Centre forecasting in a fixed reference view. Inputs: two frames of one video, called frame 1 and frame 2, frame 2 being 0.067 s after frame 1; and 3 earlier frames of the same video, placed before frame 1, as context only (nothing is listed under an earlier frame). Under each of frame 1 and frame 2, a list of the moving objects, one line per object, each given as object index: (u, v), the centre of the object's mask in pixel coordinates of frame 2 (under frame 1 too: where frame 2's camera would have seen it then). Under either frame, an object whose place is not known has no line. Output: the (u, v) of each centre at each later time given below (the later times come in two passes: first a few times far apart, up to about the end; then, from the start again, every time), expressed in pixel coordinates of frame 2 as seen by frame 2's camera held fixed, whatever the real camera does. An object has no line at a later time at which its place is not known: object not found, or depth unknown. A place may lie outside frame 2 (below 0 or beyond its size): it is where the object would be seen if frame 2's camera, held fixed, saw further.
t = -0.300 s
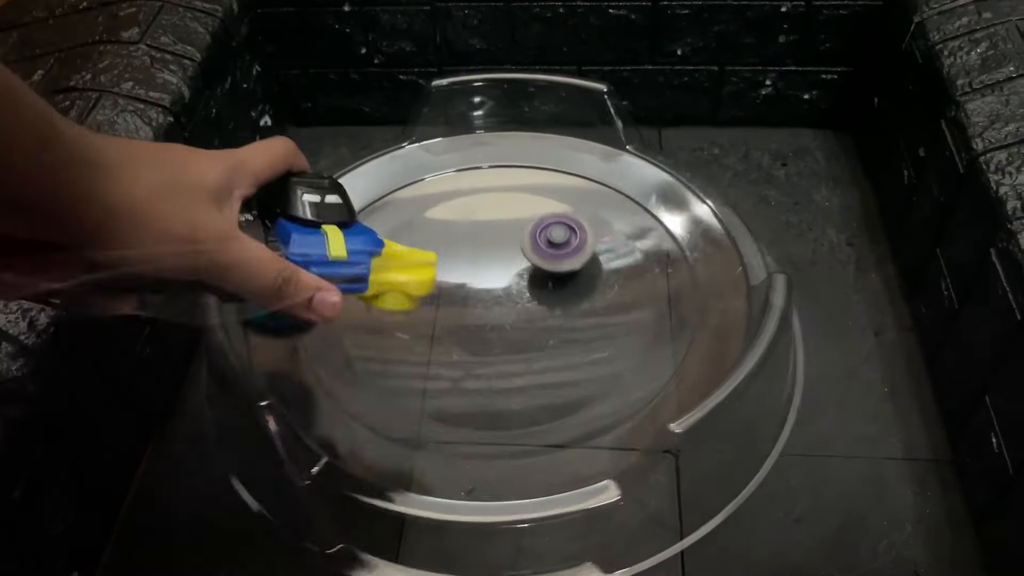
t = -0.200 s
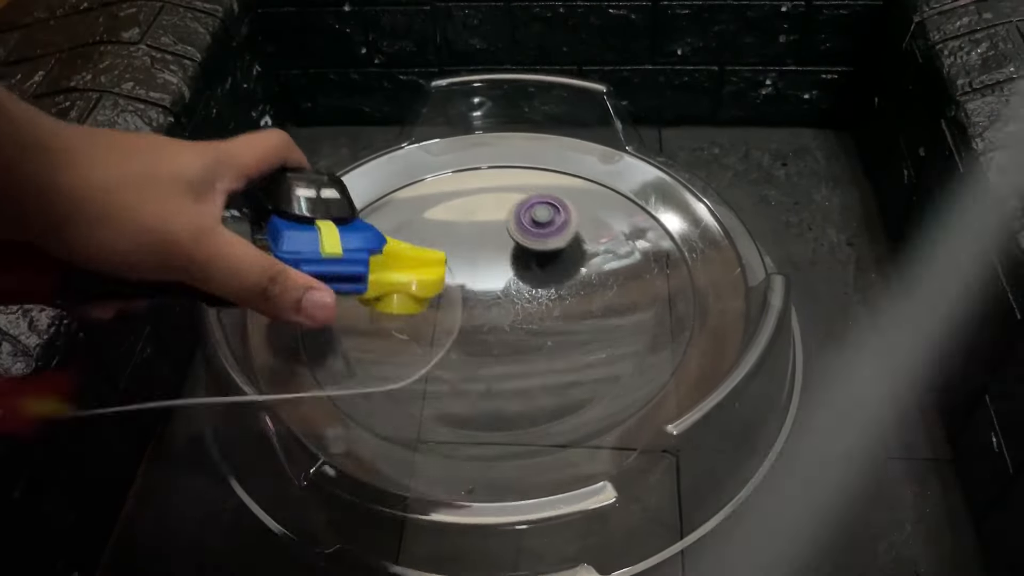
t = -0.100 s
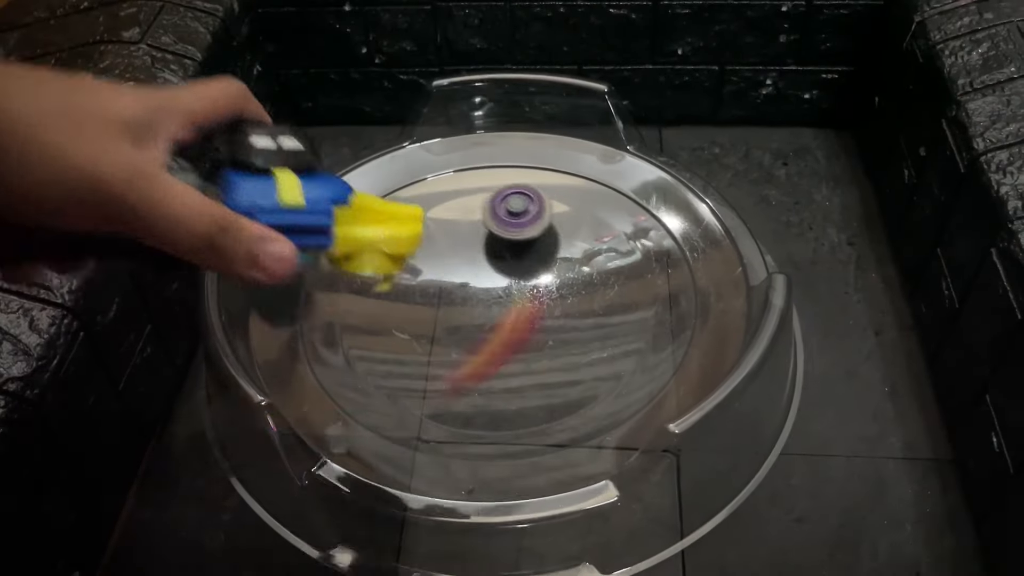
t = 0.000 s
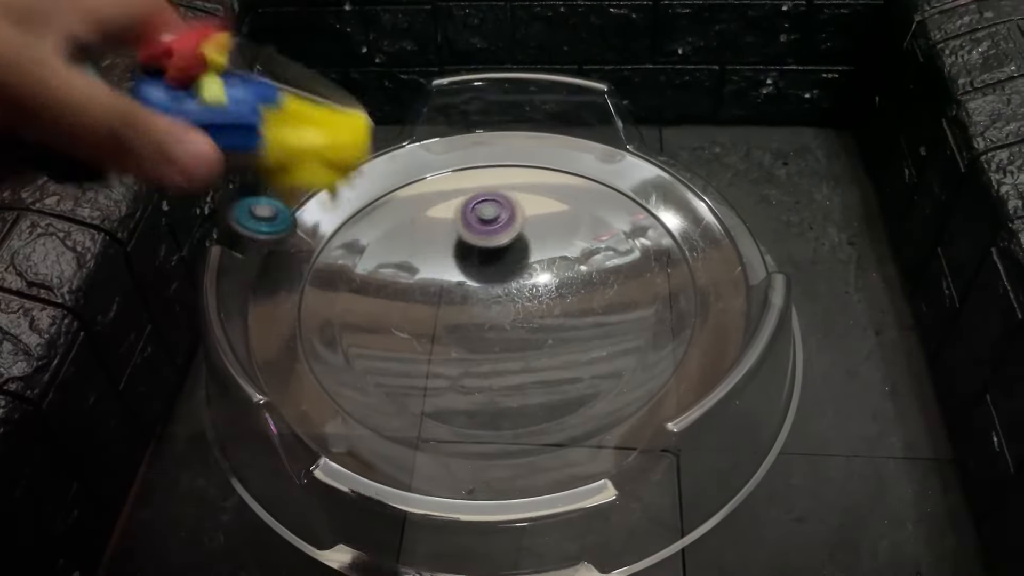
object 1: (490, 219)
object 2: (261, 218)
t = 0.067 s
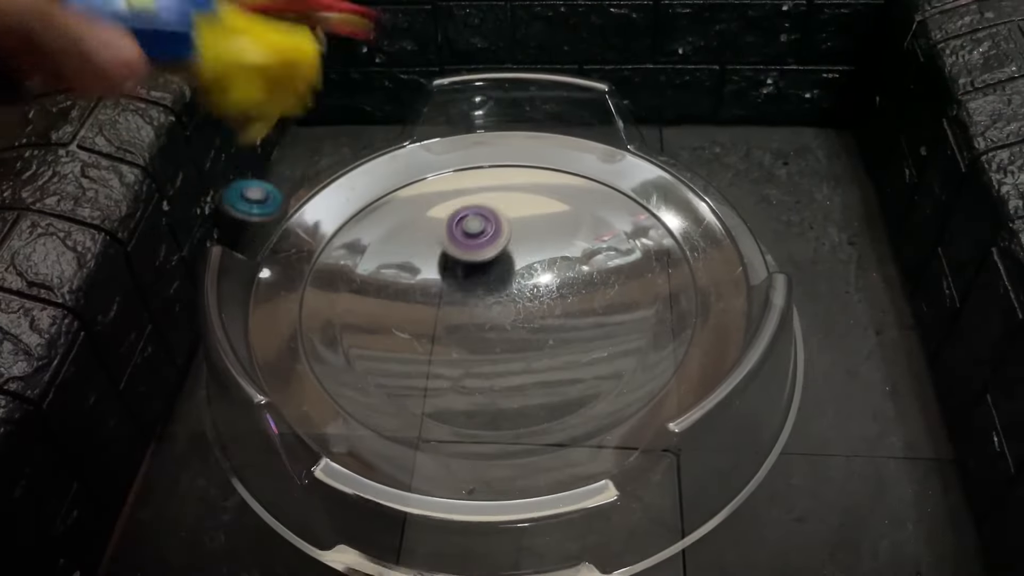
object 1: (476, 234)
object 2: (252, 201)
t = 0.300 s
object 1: (490, 300)
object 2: (287, 157)
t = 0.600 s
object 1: (593, 292)
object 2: (311, 131)
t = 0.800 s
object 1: (586, 247)
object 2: (318, 141)
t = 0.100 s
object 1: (470, 243)
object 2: (248, 189)
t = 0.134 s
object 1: (468, 253)
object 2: (263, 182)
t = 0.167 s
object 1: (467, 263)
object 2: (277, 179)
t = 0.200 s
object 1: (470, 273)
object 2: (284, 173)
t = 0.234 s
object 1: (474, 283)
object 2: (285, 160)
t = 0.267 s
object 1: (481, 292)
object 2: (284, 152)
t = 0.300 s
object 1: (490, 300)
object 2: (287, 157)
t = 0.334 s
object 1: (501, 307)
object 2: (291, 159)
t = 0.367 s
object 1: (513, 311)
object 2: (292, 149)
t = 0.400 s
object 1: (526, 314)
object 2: (297, 149)
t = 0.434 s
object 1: (539, 314)
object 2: (303, 156)
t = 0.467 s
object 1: (552, 313)
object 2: (298, 148)
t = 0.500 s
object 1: (565, 310)
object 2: (295, 148)
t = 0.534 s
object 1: (577, 305)
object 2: (297, 143)
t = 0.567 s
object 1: (587, 299)
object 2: (304, 139)
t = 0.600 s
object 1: (593, 292)
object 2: (311, 131)
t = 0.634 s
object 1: (598, 285)
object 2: (312, 126)
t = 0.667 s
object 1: (601, 276)
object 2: (302, 135)
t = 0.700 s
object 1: (600, 269)
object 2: (301, 141)
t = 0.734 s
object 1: (598, 261)
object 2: (306, 143)
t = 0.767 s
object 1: (592, 254)
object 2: (312, 143)
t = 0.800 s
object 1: (586, 247)
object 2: (318, 141)
